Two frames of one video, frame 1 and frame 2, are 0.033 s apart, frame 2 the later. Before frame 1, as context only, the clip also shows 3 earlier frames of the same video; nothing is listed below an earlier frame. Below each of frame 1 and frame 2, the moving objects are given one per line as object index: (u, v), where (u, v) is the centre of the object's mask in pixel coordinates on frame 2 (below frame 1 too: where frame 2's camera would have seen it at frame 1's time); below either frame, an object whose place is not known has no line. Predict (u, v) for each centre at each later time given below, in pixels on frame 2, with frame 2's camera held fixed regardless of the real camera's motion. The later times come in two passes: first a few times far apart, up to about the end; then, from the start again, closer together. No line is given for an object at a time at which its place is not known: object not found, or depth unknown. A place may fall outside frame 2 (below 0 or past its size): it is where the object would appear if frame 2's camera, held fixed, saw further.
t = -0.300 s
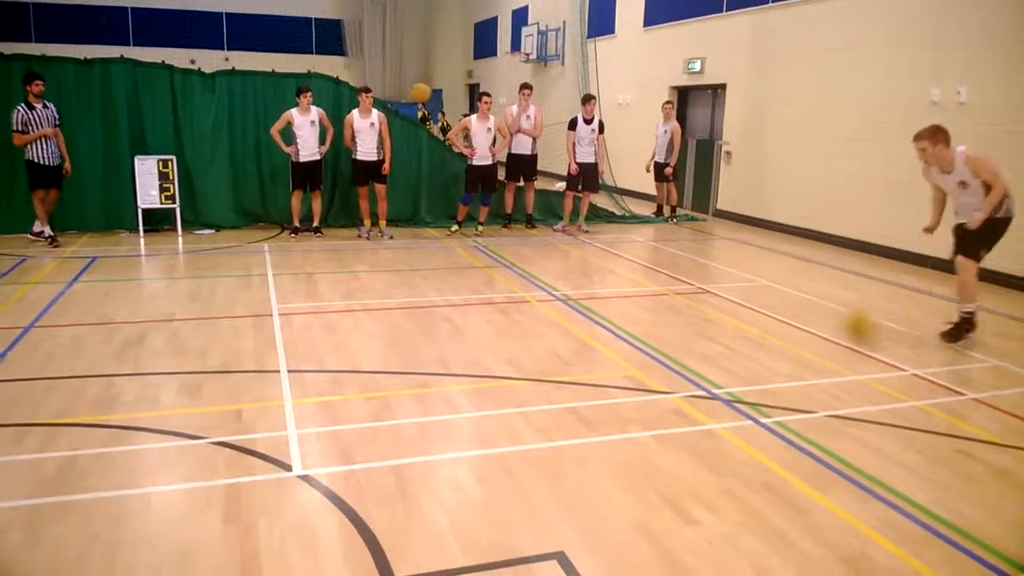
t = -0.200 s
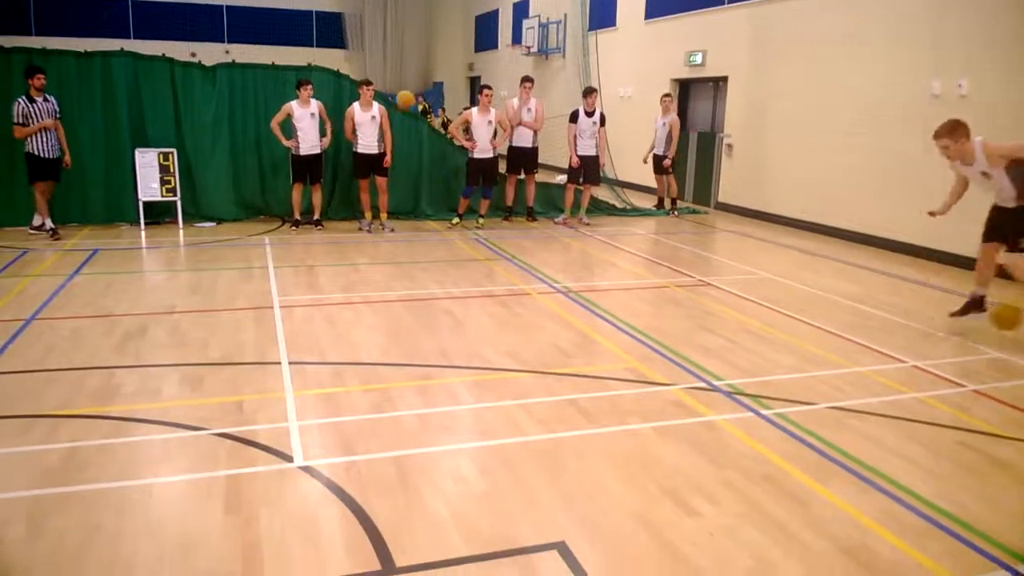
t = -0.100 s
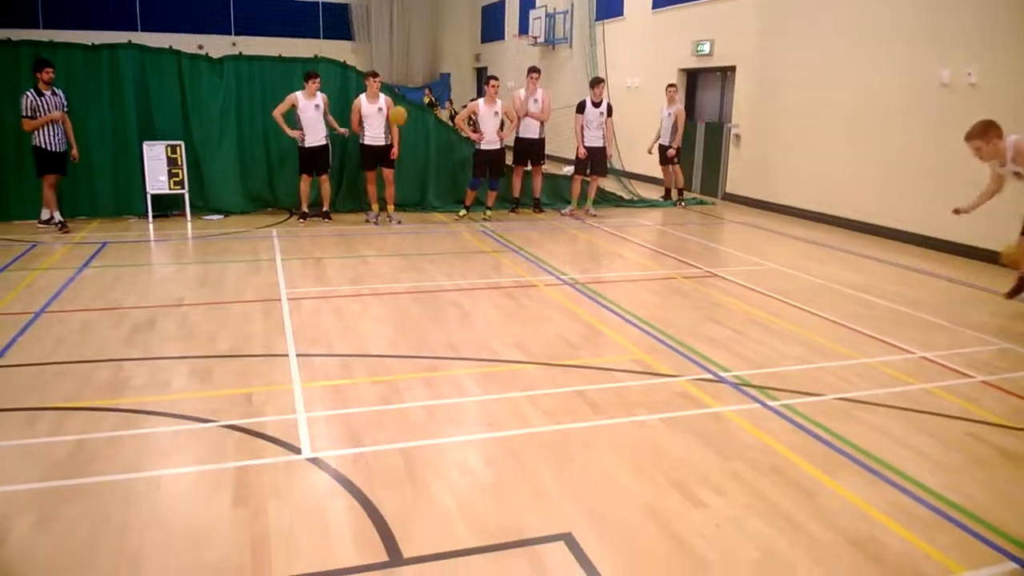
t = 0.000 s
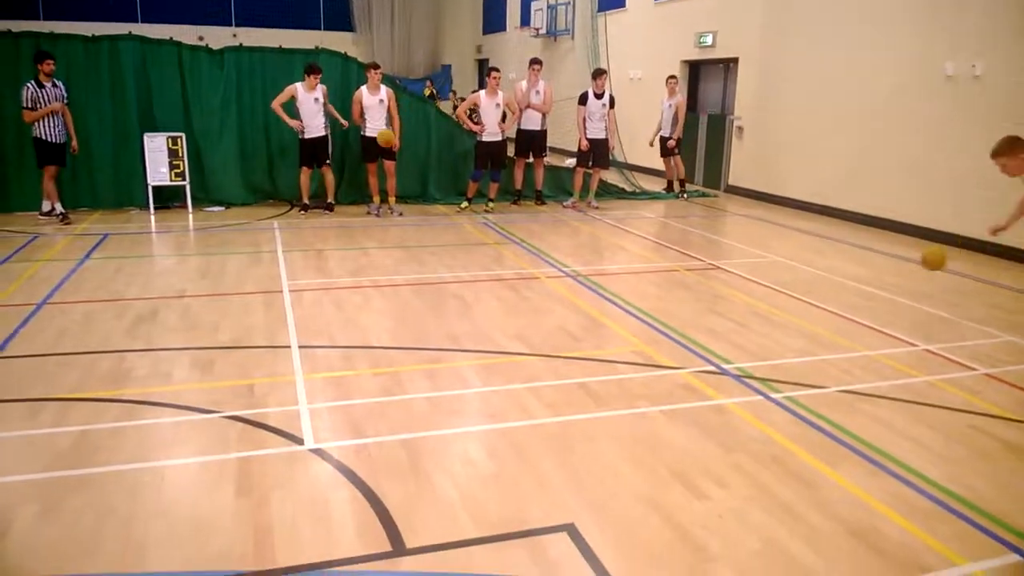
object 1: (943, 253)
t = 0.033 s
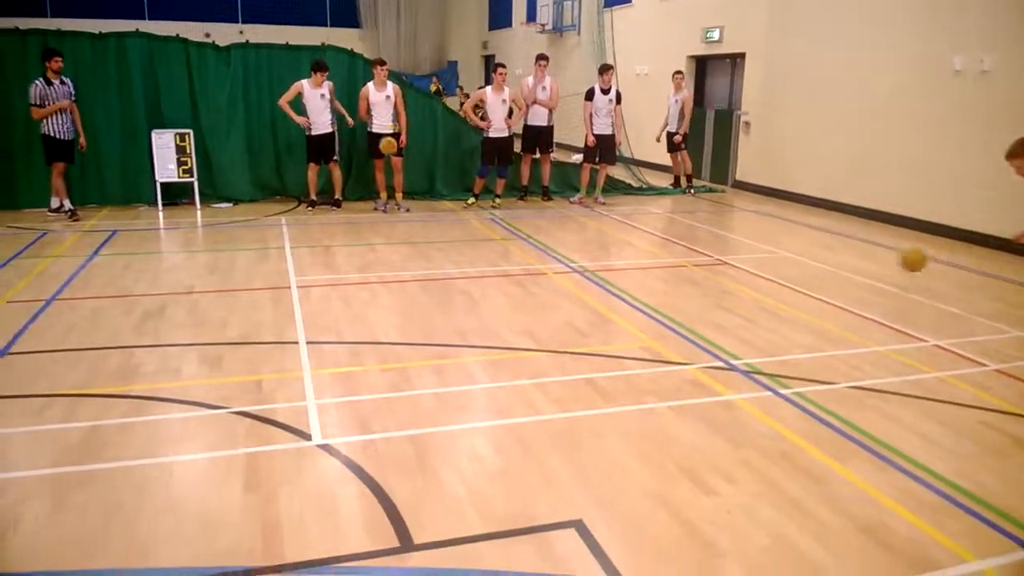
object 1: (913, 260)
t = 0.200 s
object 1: (772, 270)
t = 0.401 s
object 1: (623, 262)
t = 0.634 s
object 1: (460, 272)
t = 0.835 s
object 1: (337, 273)
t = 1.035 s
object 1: (228, 277)
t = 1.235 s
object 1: (131, 292)
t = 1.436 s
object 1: (40, 290)
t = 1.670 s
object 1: (-67, 293)
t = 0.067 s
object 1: (883, 268)
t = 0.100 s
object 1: (851, 274)
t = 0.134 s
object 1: (819, 284)
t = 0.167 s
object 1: (796, 278)
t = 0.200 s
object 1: (772, 270)
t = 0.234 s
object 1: (748, 265)
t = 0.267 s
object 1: (722, 262)
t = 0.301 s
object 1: (697, 261)
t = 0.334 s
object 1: (674, 260)
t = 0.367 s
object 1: (649, 259)
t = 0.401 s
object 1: (623, 262)
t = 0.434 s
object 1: (598, 265)
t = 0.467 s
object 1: (573, 270)
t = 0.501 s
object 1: (547, 276)
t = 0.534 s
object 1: (523, 285)
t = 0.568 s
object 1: (501, 284)
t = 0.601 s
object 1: (481, 276)
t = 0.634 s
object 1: (460, 272)
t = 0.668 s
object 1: (439, 269)
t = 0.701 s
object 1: (419, 267)
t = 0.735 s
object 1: (399, 266)
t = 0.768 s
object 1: (378, 267)
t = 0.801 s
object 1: (358, 269)
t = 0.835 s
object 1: (337, 273)
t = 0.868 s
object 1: (317, 278)
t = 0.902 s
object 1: (297, 285)
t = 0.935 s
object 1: (278, 288)
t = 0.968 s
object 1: (260, 282)
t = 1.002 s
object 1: (244, 278)
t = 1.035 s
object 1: (228, 277)
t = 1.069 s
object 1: (211, 276)
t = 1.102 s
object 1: (196, 274)
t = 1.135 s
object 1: (179, 276)
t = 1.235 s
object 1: (131, 292)
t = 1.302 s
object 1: (101, 285)
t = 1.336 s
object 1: (86, 284)
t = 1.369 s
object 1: (70, 285)
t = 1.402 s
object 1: (56, 286)
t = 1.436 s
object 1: (40, 290)
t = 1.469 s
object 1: (25, 293)
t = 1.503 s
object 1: (9, 290)
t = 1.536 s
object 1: (-8, 286)
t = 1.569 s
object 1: (-23, 286)
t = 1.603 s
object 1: (-38, 287)
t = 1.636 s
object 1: (-51, 290)
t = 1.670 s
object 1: (-67, 293)
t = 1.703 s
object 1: (-83, 294)
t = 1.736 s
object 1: (-100, 291)
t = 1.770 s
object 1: (-116, 290)
